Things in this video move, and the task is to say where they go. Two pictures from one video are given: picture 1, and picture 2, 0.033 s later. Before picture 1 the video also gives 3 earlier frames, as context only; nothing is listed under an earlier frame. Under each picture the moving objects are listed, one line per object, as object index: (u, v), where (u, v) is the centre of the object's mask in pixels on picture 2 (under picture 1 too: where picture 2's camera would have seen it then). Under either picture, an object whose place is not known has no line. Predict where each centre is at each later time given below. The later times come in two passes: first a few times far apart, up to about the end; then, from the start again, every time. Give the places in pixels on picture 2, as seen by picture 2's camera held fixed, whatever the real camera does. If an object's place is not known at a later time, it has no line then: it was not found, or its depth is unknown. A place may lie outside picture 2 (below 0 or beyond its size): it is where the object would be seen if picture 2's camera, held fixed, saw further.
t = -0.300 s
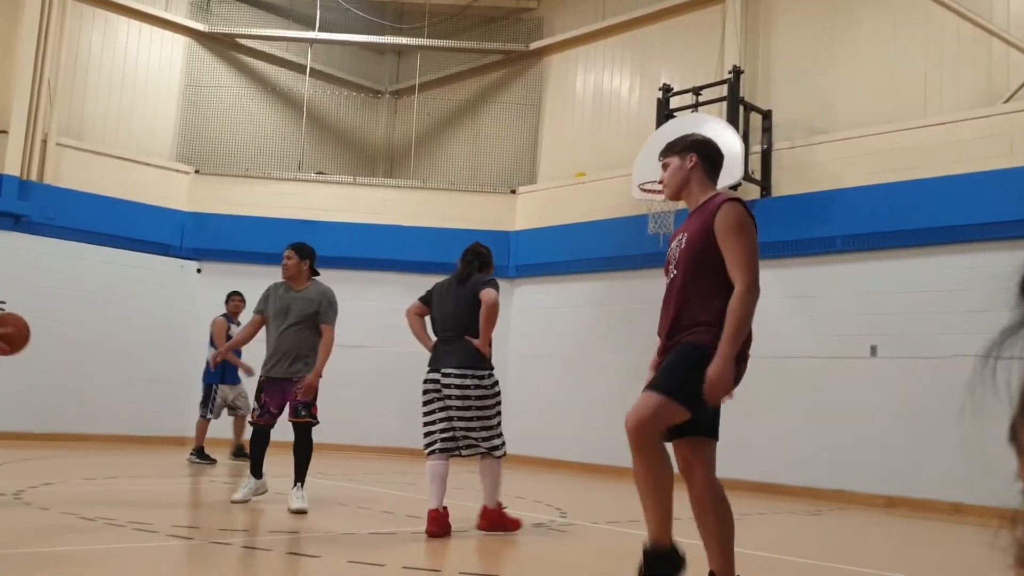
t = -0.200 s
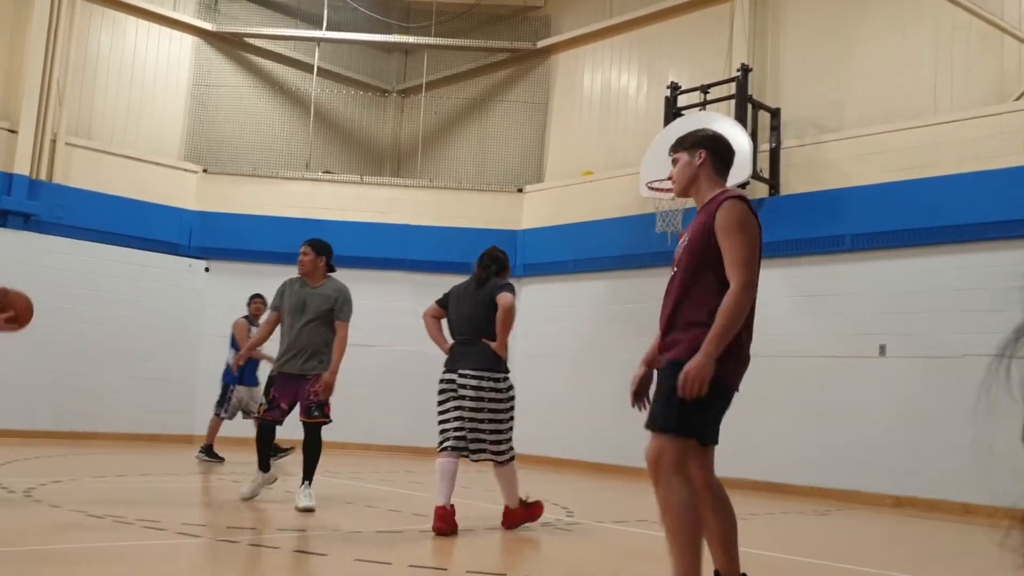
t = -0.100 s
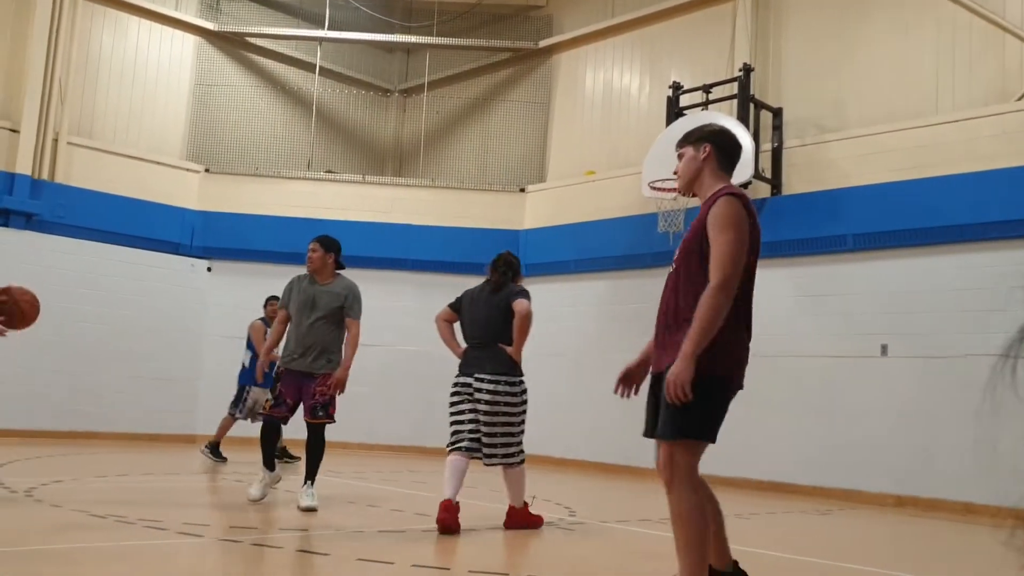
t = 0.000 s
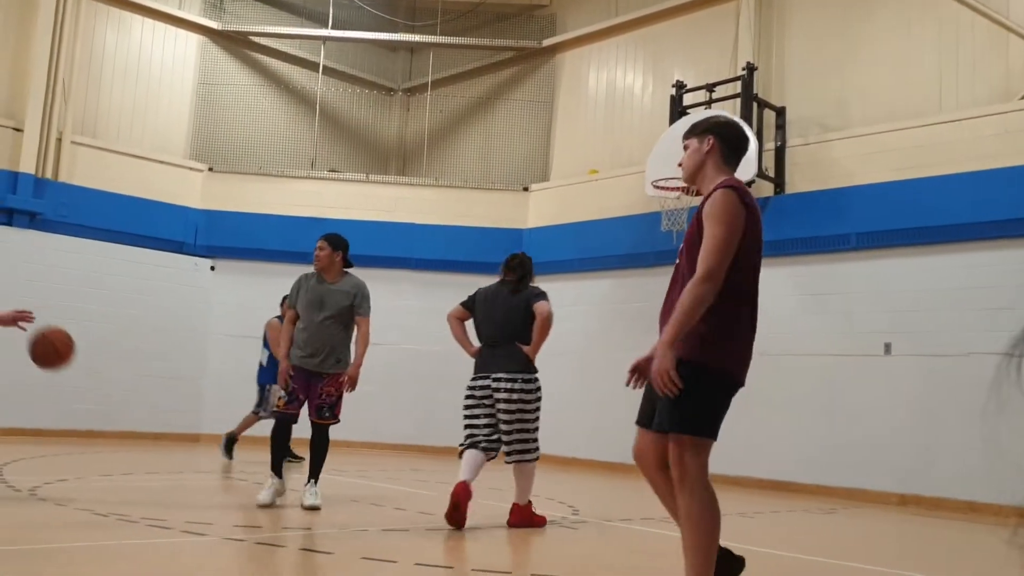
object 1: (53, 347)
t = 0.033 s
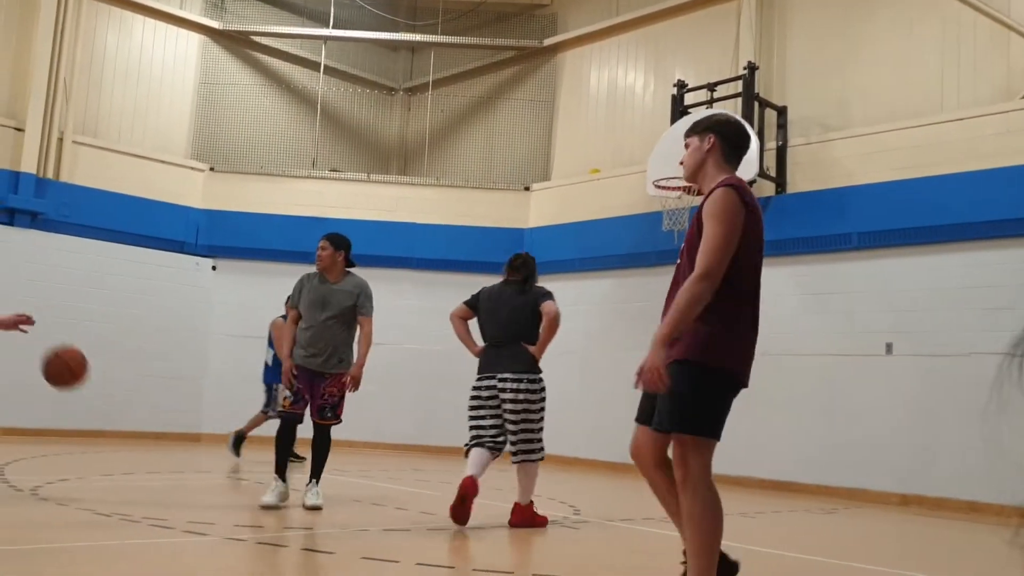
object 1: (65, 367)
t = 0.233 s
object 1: (128, 467)
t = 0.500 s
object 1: (195, 359)
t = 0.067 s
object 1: (76, 388)
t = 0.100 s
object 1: (87, 411)
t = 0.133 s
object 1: (98, 437)
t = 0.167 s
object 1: (109, 465)
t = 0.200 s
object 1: (118, 488)
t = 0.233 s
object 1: (128, 467)
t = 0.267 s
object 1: (138, 446)
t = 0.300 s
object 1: (147, 428)
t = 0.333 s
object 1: (156, 412)
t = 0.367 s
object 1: (165, 398)
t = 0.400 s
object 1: (172, 385)
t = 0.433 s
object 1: (180, 375)
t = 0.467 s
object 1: (188, 366)
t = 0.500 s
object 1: (195, 359)
